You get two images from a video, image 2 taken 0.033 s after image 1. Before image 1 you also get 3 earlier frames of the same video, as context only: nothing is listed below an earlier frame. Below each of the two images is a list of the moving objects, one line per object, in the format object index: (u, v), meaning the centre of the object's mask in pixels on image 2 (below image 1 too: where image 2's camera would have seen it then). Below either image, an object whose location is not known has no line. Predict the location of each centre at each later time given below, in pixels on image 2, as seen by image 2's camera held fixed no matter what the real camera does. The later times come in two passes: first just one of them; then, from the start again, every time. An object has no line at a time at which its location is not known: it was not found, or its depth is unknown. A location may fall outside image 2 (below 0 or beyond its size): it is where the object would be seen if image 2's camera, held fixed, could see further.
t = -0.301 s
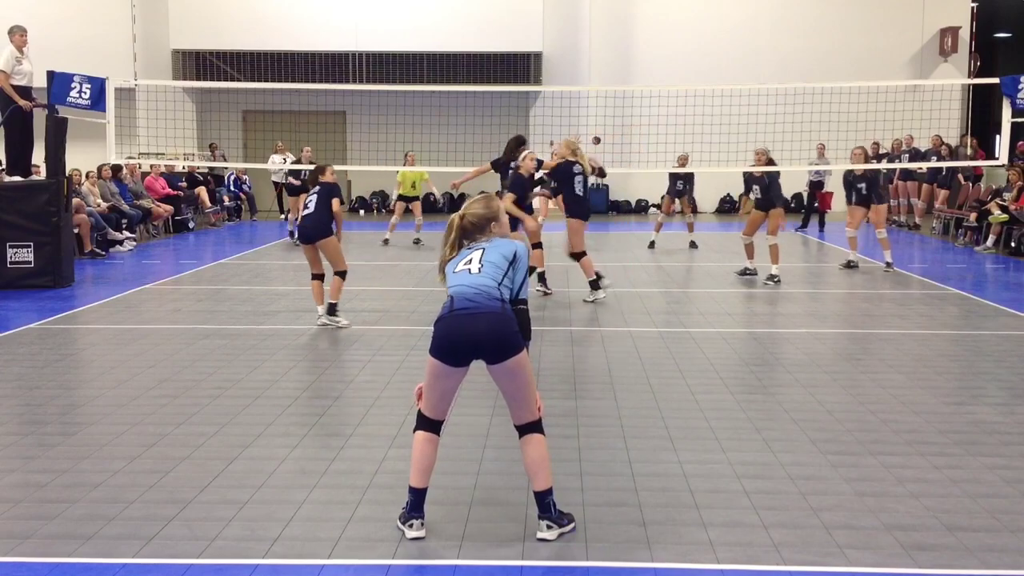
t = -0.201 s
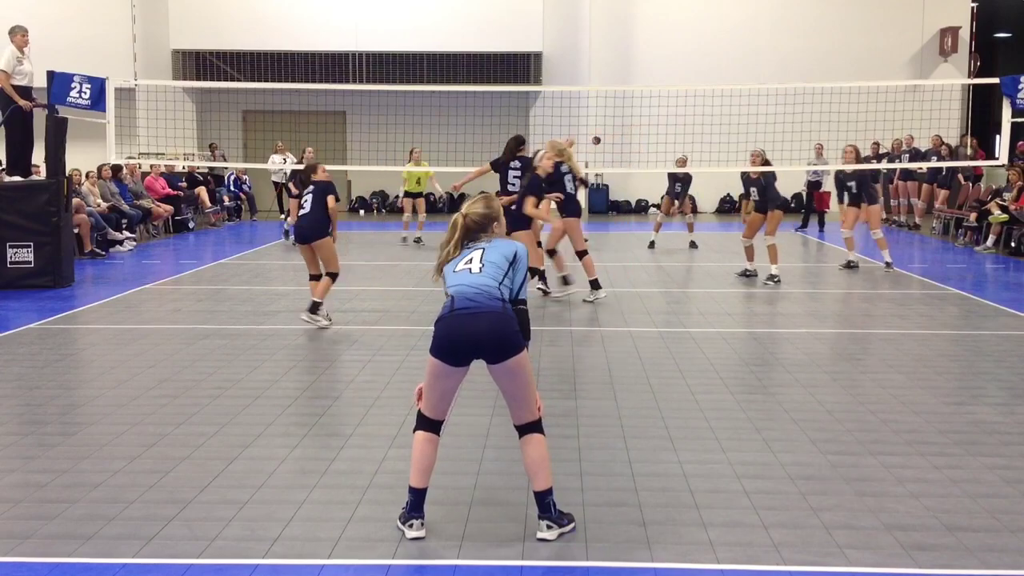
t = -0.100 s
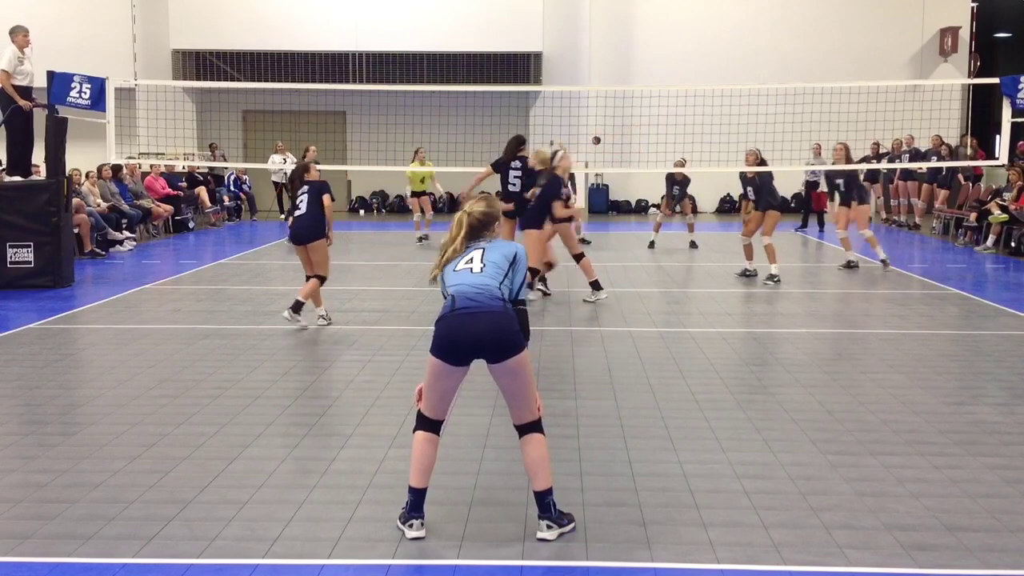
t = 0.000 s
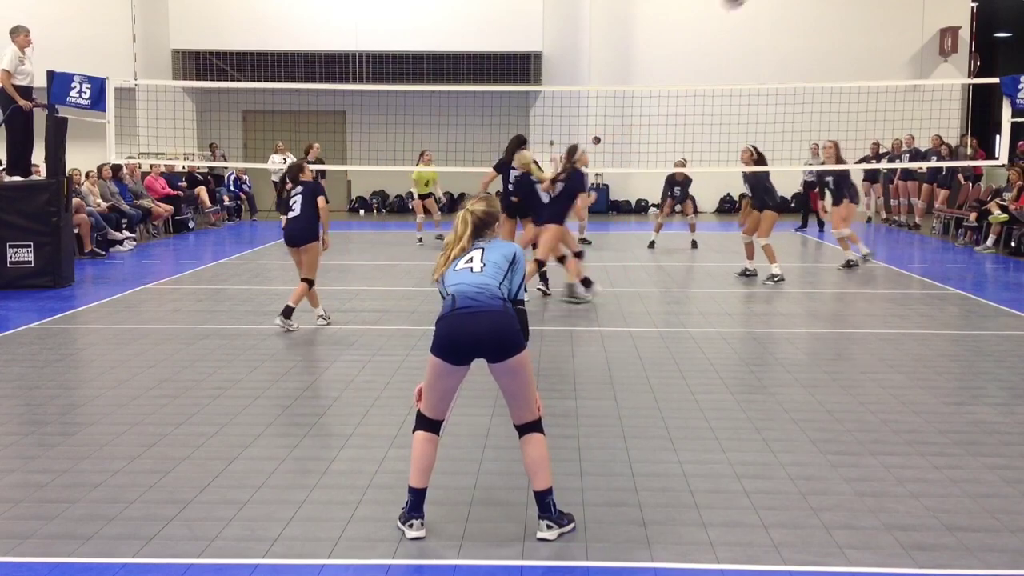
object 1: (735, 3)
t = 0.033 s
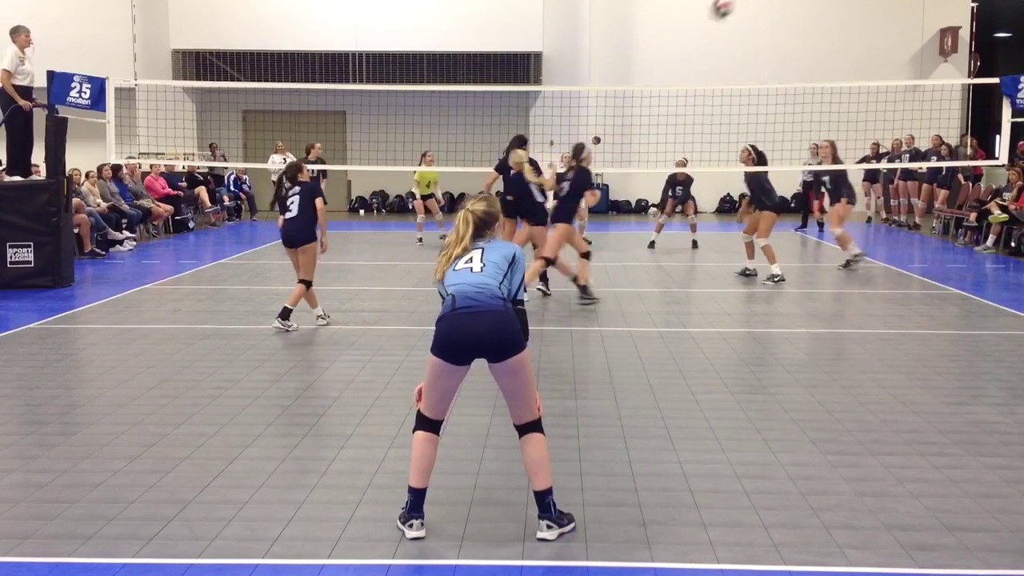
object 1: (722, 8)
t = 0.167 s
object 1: (677, 54)
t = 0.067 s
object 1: (708, 19)
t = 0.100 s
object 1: (698, 30)
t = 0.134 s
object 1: (687, 43)
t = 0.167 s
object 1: (677, 54)
